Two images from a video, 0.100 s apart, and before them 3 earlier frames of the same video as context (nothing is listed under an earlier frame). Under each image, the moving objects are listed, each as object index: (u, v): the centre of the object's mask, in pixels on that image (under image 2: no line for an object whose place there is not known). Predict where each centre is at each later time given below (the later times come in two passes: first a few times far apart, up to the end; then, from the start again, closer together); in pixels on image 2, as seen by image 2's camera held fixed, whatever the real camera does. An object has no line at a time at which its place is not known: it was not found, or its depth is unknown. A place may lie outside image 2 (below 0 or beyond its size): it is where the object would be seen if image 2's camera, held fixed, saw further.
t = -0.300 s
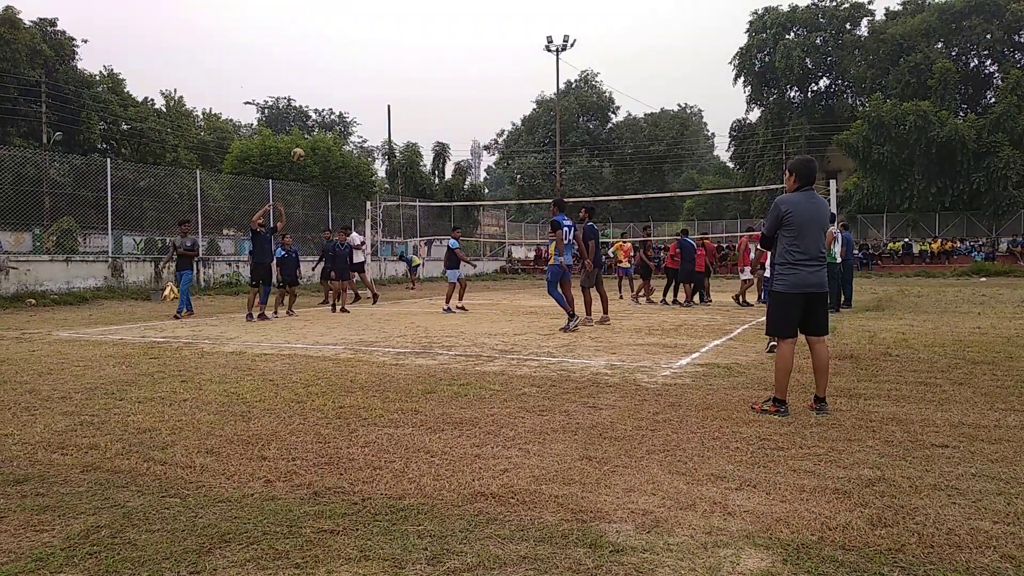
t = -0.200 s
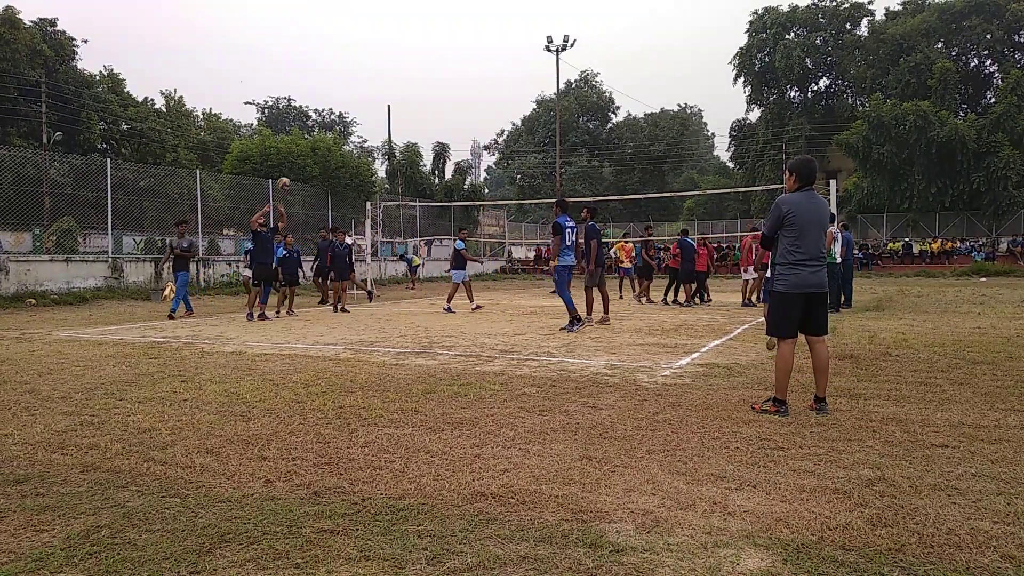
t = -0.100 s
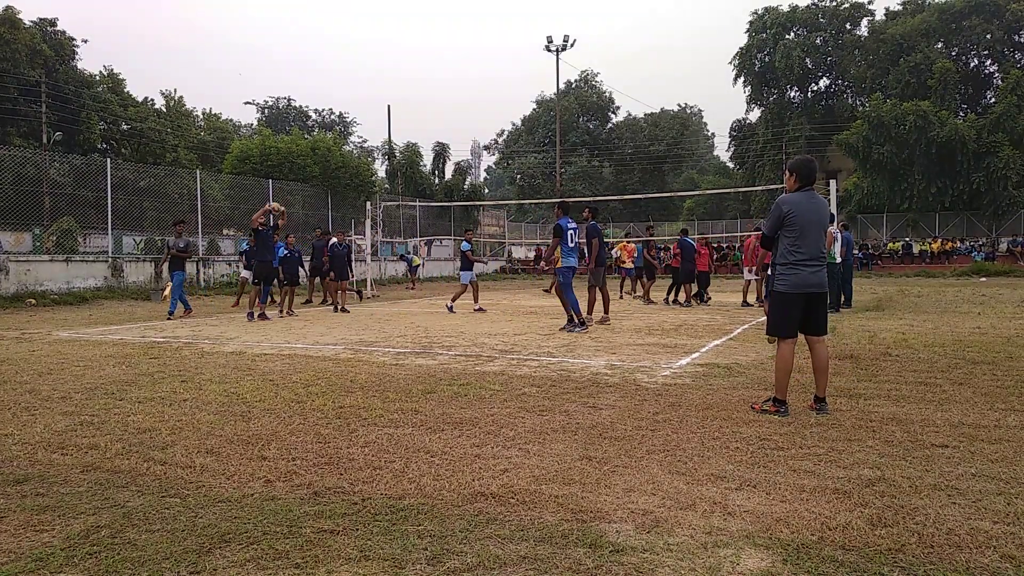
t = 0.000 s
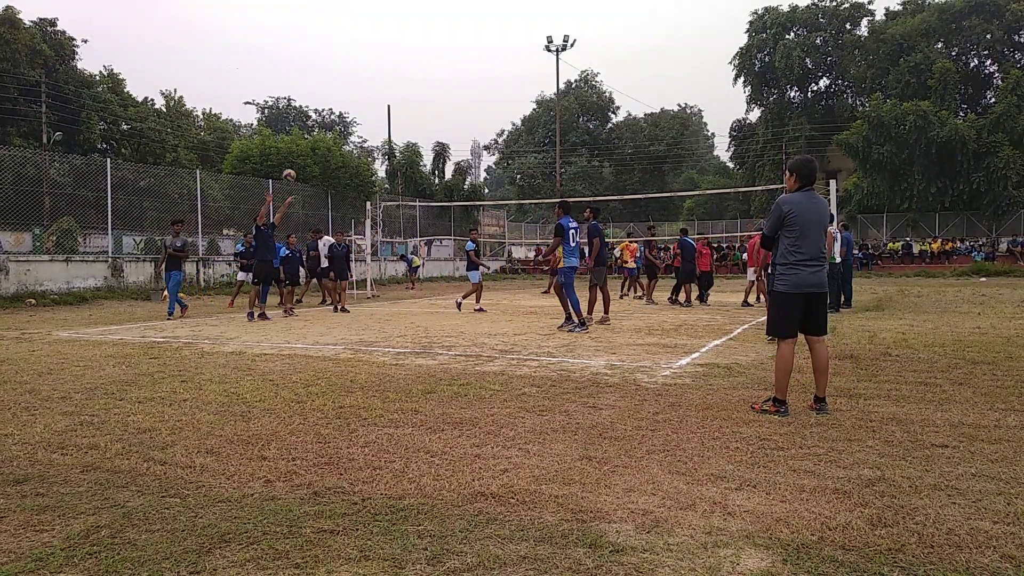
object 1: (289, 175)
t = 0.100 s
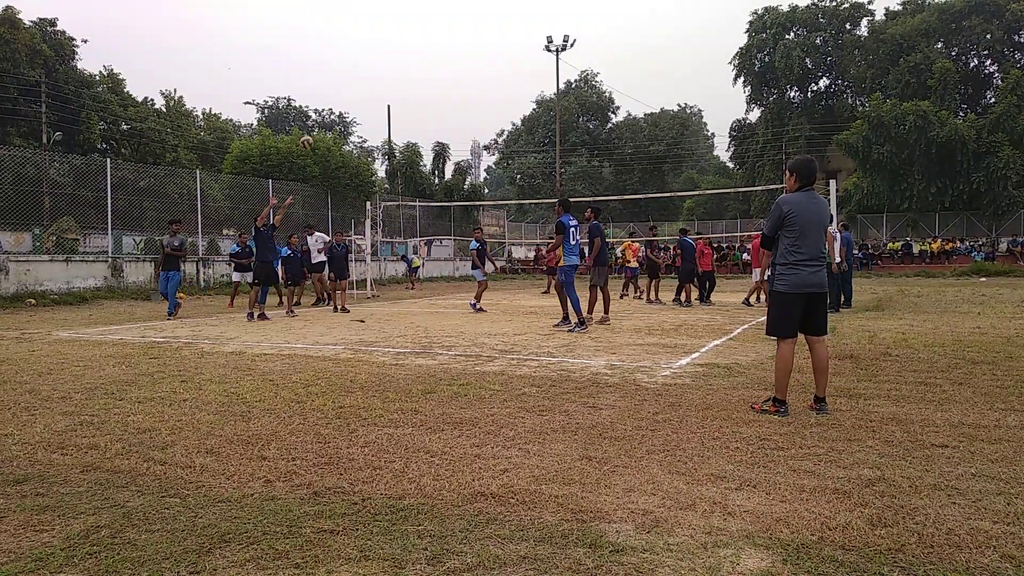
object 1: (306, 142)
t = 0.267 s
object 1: (337, 100)
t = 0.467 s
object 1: (374, 70)
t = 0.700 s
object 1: (420, 67)
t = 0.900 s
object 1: (460, 93)
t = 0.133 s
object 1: (312, 133)
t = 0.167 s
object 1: (320, 124)
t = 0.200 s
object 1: (325, 116)
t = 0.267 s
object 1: (337, 100)
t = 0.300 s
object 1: (343, 94)
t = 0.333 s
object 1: (349, 88)
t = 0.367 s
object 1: (355, 82)
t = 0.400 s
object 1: (361, 78)
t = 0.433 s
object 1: (368, 74)
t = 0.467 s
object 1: (374, 70)
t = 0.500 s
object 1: (380, 68)
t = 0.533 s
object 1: (387, 66)
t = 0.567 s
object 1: (393, 65)
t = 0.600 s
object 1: (400, 64)
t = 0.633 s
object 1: (407, 65)
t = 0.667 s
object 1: (413, 65)
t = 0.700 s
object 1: (420, 67)
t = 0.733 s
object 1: (426, 70)
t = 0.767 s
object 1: (433, 73)
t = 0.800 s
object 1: (440, 77)
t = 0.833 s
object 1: (446, 81)
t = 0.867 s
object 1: (454, 87)
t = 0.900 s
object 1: (460, 93)
